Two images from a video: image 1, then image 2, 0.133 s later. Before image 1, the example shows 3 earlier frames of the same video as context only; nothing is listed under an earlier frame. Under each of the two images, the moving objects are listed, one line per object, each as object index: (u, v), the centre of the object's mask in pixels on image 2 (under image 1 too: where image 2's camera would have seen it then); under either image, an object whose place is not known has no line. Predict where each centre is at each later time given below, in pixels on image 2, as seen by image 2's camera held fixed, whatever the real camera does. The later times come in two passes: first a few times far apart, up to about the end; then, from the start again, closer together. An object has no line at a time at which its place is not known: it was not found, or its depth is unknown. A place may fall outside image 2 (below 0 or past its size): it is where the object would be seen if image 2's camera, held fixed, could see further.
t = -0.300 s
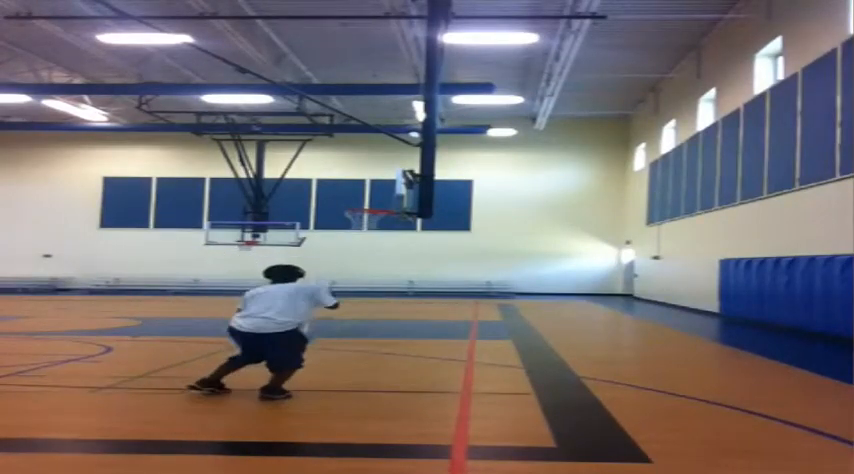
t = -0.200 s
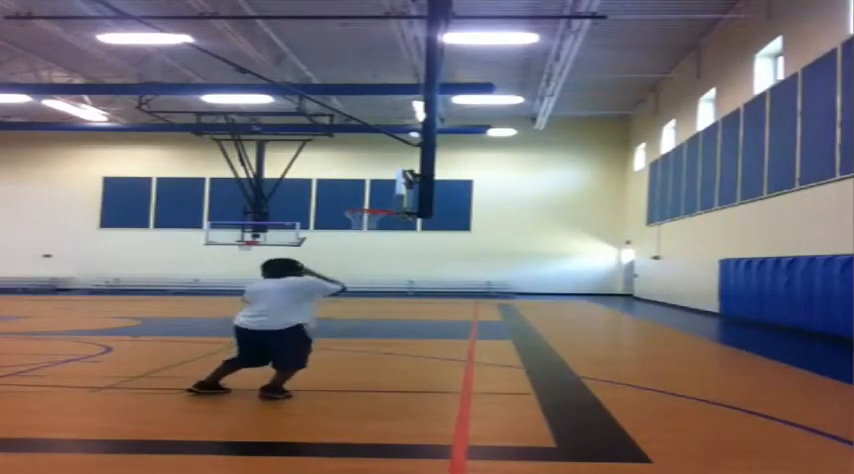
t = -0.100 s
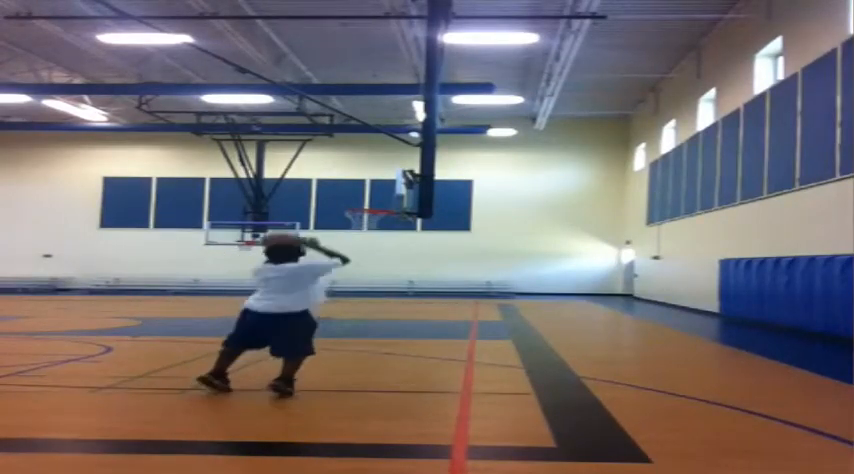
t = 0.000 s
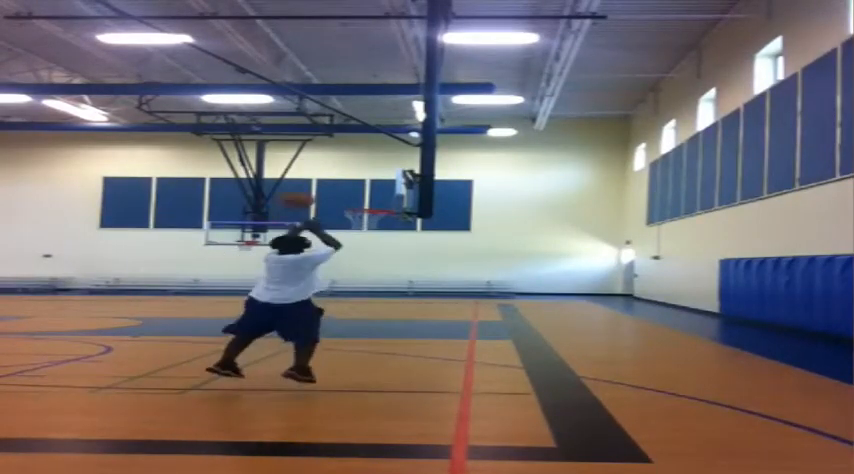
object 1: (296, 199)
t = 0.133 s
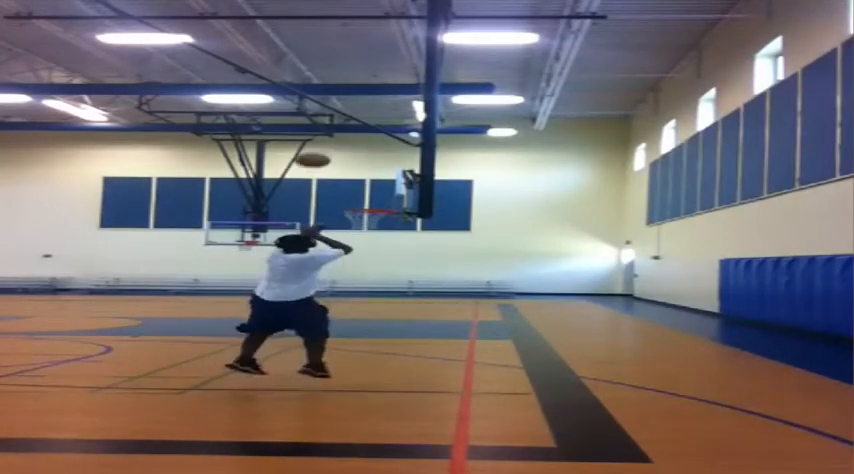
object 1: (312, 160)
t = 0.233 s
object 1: (323, 140)
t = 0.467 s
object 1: (343, 126)
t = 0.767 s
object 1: (360, 146)
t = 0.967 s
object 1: (368, 175)
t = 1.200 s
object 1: (371, 218)
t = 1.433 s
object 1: (358, 226)
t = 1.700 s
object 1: (337, 257)
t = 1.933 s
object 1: (319, 303)
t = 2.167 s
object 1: (308, 291)
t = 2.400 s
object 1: (294, 267)
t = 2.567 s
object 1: (285, 262)
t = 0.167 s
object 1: (316, 152)
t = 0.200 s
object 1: (320, 146)
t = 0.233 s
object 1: (323, 140)
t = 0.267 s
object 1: (326, 137)
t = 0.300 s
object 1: (329, 133)
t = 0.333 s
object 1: (332, 131)
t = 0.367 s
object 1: (335, 129)
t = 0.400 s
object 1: (337, 127)
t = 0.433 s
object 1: (340, 127)
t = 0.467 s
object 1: (343, 126)
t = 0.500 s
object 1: (344, 126)
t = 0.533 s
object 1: (344, 126)
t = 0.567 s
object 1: (348, 127)
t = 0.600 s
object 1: (350, 129)
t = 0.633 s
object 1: (352, 132)
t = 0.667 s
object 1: (355, 135)
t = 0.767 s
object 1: (360, 146)
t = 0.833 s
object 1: (362, 154)
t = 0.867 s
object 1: (364, 159)
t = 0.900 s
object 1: (365, 164)
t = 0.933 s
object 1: (366, 170)
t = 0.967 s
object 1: (368, 175)
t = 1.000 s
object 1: (369, 181)
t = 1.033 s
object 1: (370, 187)
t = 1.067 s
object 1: (368, 195)
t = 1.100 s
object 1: (370, 200)
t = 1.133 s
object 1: (370, 206)
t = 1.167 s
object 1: (371, 215)
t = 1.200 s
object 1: (371, 218)
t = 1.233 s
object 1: (370, 218)
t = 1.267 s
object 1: (371, 219)
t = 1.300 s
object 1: (371, 219)
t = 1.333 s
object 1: (368, 219)
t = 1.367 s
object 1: (362, 224)
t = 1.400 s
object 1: (360, 224)
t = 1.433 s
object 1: (358, 226)
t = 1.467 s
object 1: (356, 227)
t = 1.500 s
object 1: (354, 230)
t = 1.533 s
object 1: (350, 235)
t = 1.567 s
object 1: (347, 239)
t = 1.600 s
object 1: (345, 243)
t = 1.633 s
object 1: (342, 247)
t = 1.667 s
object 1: (339, 252)
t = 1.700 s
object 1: (337, 257)
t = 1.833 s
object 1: (327, 281)
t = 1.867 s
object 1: (325, 288)
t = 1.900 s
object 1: (322, 296)
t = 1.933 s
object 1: (319, 303)
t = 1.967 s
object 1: (316, 312)
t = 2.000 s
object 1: (313, 320)
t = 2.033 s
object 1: (312, 314)
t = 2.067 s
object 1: (310, 307)
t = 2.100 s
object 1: (309, 302)
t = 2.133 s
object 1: (308, 297)
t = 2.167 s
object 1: (308, 291)
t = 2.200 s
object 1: (304, 287)
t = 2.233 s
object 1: (302, 282)
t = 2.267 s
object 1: (301, 278)
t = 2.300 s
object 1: (299, 275)
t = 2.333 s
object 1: (297, 272)
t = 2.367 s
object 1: (296, 269)
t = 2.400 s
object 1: (294, 267)
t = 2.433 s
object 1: (292, 265)
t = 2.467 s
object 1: (291, 264)
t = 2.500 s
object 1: (289, 263)
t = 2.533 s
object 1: (287, 262)
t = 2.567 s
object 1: (285, 262)
